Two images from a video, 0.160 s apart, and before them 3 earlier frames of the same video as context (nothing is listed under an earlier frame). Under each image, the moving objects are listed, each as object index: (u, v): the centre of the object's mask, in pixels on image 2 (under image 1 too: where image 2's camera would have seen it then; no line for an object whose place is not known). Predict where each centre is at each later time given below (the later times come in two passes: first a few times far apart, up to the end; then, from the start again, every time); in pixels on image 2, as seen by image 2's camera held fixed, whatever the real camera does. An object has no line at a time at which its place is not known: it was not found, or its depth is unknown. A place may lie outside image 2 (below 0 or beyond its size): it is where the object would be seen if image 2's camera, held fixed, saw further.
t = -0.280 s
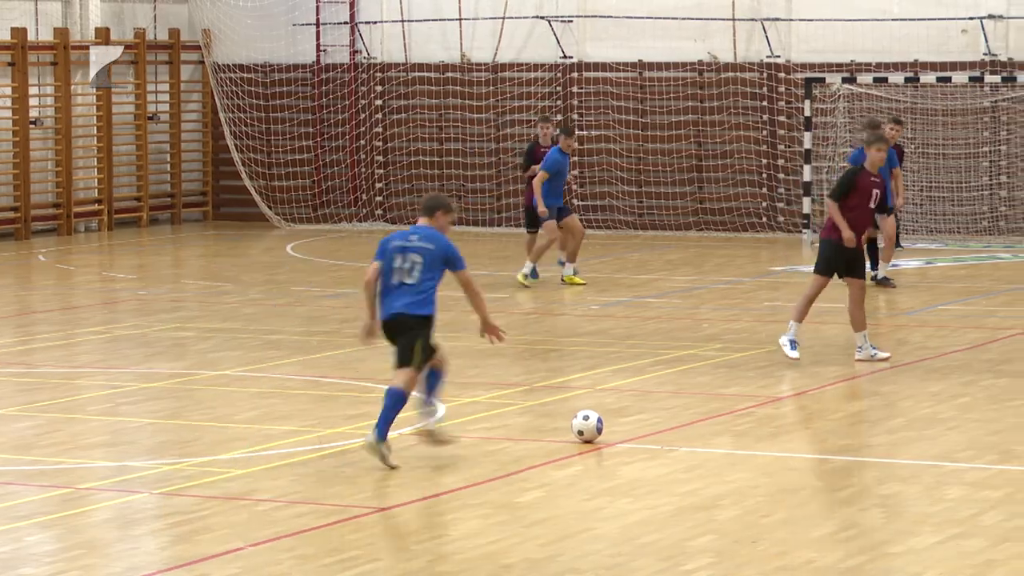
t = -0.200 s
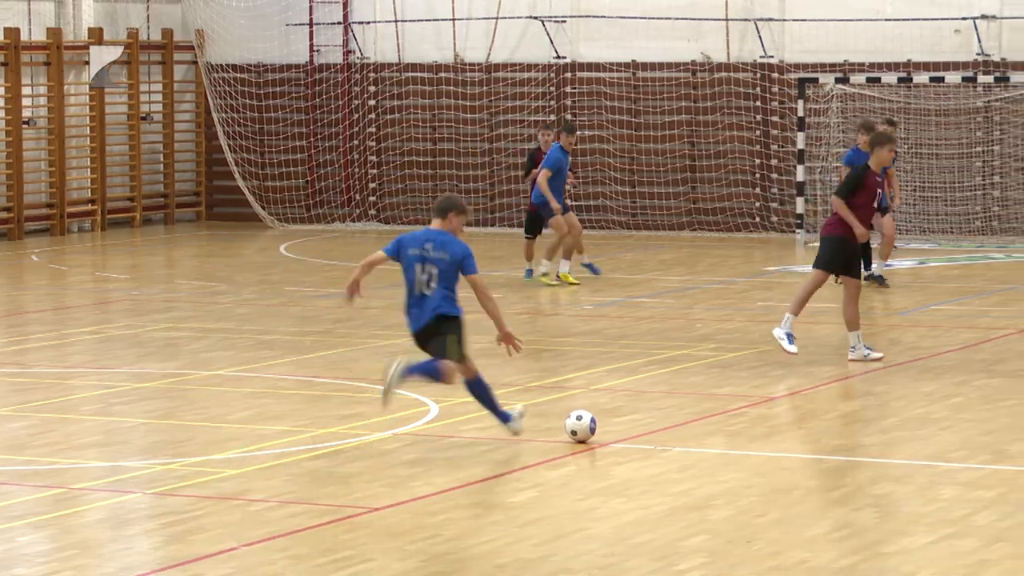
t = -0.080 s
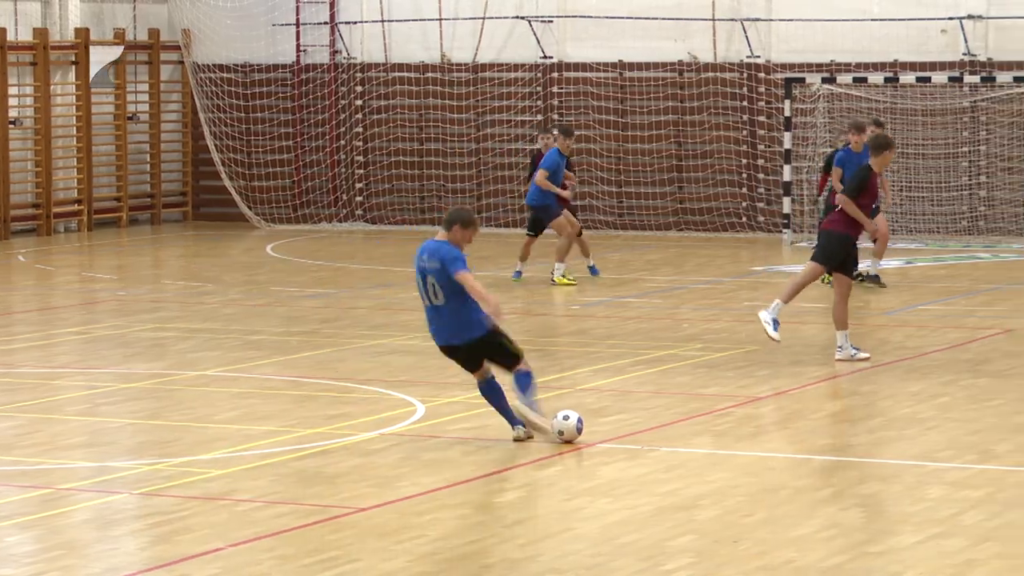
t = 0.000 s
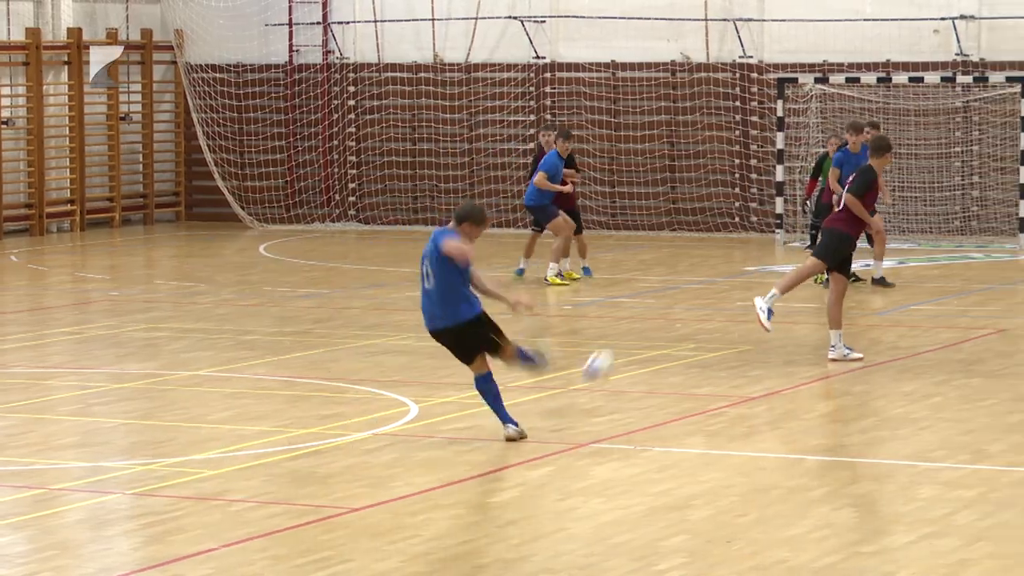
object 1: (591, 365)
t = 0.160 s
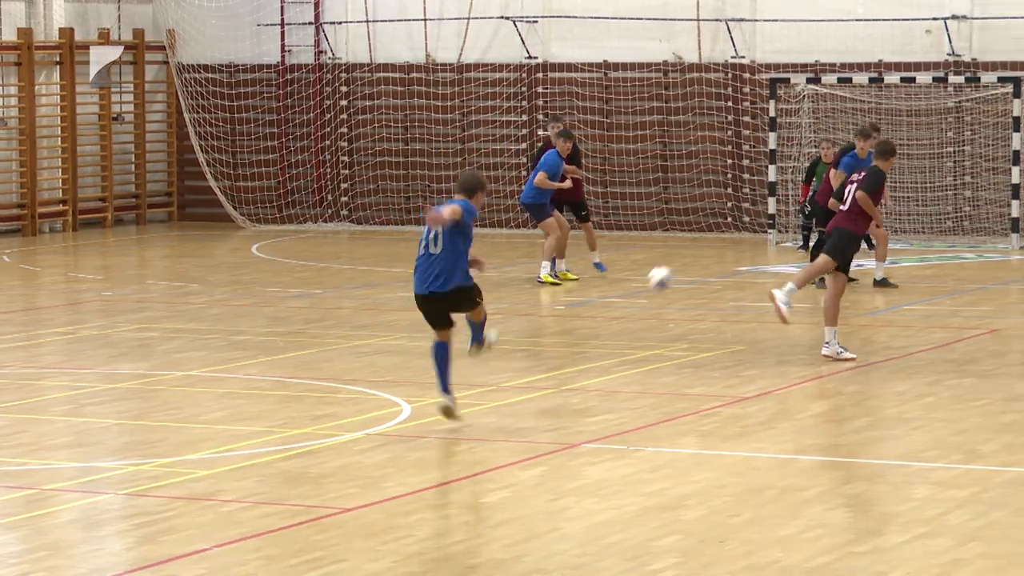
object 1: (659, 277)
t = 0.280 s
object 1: (687, 253)
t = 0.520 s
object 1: (707, 259)
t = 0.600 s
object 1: (707, 249)
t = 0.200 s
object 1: (671, 267)
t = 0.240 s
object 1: (680, 258)
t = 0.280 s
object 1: (687, 253)
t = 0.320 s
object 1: (693, 250)
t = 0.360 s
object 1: (698, 248)
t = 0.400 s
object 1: (702, 247)
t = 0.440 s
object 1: (705, 250)
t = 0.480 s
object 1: (707, 254)
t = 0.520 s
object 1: (707, 259)
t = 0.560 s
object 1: (707, 261)
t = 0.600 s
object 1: (707, 249)
